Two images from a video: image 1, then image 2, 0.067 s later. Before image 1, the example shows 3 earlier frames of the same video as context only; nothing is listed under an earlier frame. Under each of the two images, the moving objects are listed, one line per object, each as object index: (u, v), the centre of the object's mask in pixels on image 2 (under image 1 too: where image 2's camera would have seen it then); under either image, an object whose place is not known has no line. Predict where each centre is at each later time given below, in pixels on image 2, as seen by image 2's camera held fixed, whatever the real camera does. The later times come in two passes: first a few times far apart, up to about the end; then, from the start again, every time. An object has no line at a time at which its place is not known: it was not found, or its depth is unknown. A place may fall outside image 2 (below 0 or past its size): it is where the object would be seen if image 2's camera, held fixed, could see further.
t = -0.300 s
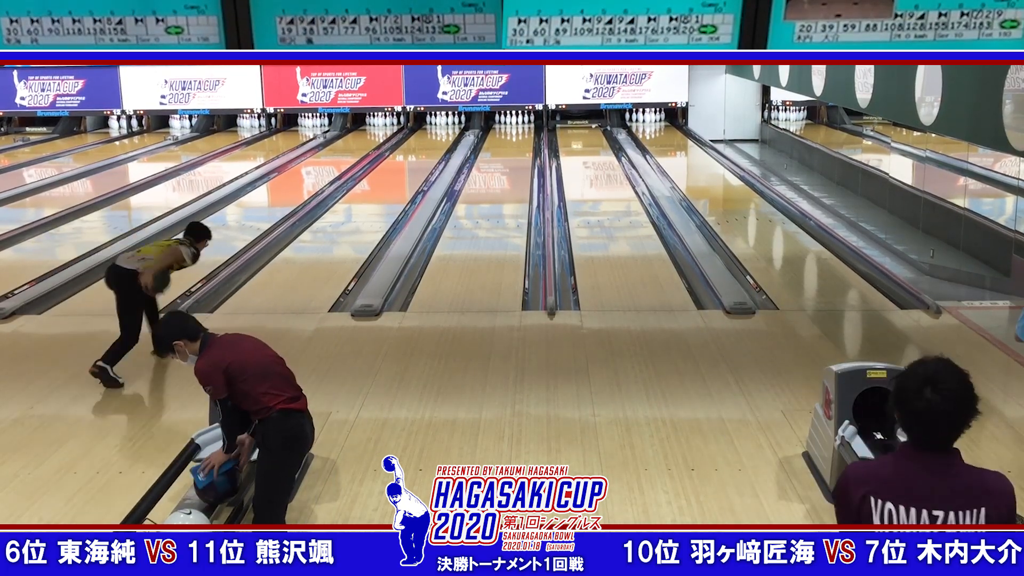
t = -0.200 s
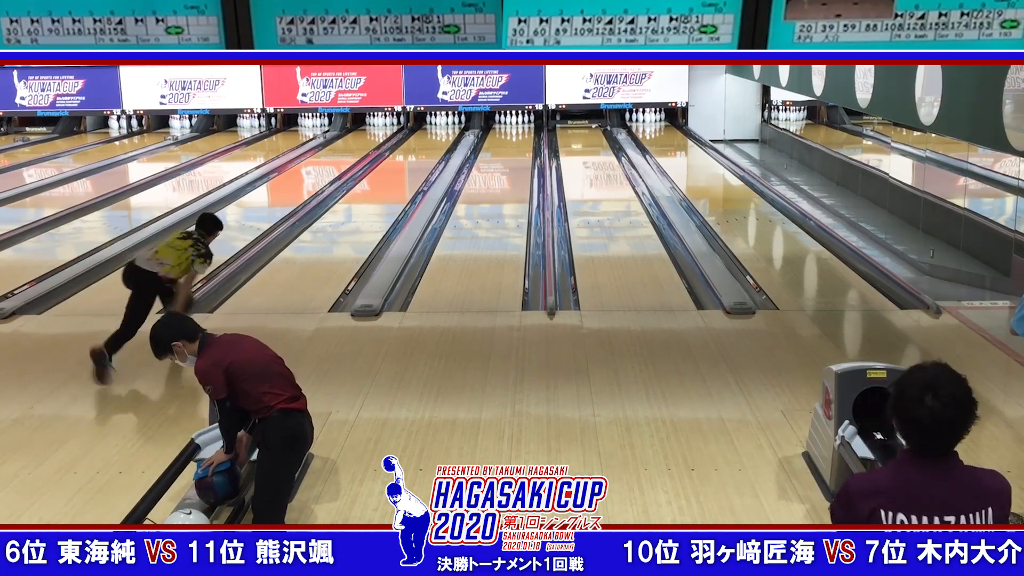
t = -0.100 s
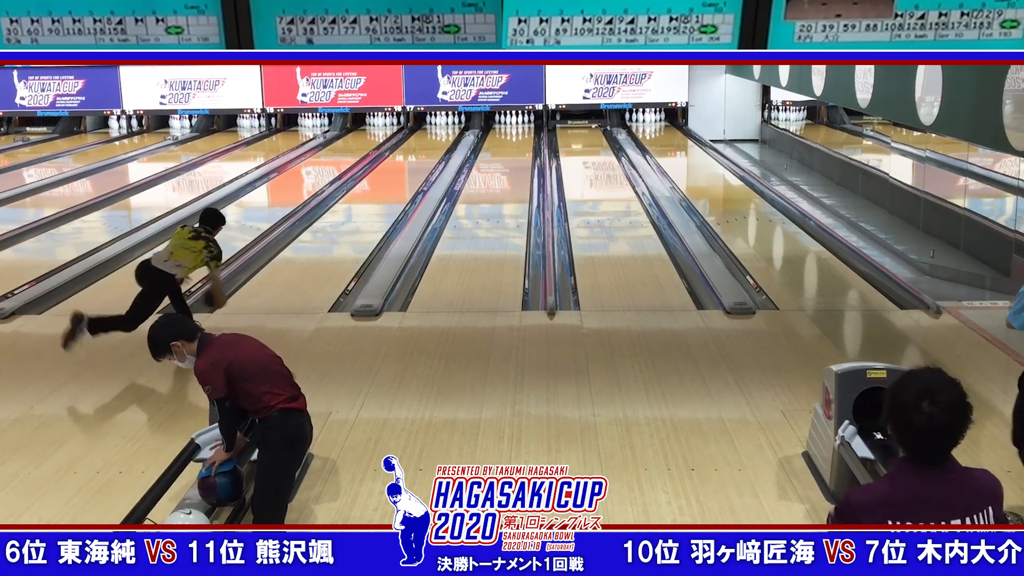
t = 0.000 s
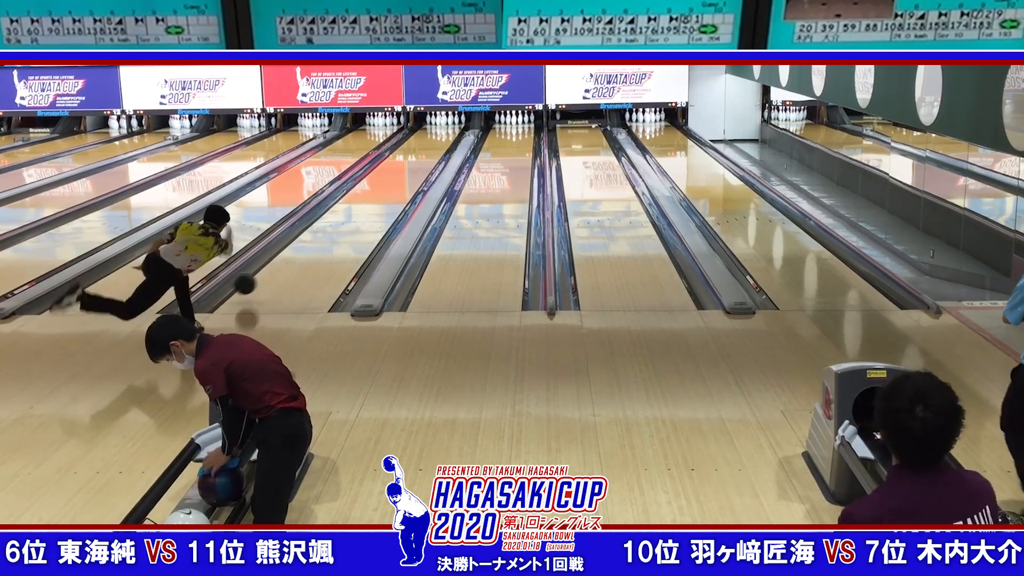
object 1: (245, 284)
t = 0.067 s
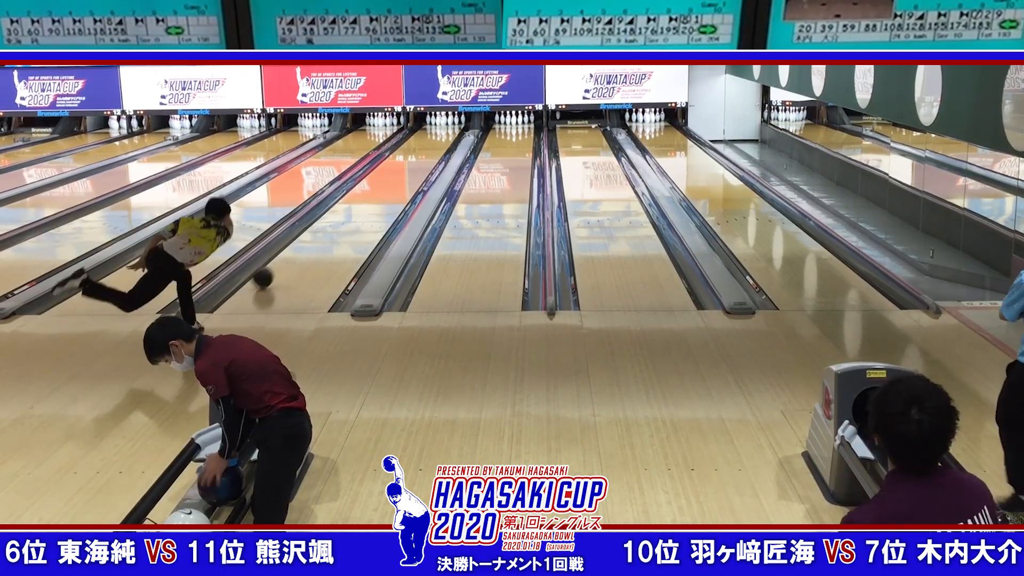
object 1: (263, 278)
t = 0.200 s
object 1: (292, 256)
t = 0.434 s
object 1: (332, 225)
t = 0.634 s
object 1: (359, 205)
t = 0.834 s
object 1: (381, 189)
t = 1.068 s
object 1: (401, 173)
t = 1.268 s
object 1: (415, 161)
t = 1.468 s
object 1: (427, 152)
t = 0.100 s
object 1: (271, 272)
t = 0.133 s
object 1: (278, 266)
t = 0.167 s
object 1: (285, 261)
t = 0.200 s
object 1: (292, 256)
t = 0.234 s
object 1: (298, 251)
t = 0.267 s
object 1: (305, 246)
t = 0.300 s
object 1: (311, 242)
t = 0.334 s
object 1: (316, 238)
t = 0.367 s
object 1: (322, 233)
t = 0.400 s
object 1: (327, 229)
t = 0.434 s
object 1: (332, 225)
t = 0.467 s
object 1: (337, 222)
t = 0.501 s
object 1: (342, 218)
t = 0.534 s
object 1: (347, 215)
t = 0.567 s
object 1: (351, 212)
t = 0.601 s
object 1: (355, 209)
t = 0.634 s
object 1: (359, 205)
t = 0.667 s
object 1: (364, 202)
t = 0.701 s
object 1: (367, 199)
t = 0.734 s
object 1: (371, 197)
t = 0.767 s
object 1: (374, 194)
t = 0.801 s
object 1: (378, 191)
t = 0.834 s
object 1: (381, 189)
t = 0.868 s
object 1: (384, 186)
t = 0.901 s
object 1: (387, 184)
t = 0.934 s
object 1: (390, 181)
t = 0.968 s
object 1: (393, 179)
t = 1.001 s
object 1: (396, 177)
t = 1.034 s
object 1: (399, 175)
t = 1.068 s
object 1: (401, 173)
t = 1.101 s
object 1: (404, 170)
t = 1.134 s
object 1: (407, 169)
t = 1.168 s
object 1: (409, 167)
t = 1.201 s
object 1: (411, 165)
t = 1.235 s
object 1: (413, 163)
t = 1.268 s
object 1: (415, 161)
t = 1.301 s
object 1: (418, 159)
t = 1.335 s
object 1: (420, 158)
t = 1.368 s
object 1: (421, 156)
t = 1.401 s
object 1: (423, 154)
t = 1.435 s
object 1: (425, 153)
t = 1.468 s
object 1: (427, 152)
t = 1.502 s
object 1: (429, 150)
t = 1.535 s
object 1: (430, 148)
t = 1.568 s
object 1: (432, 147)
